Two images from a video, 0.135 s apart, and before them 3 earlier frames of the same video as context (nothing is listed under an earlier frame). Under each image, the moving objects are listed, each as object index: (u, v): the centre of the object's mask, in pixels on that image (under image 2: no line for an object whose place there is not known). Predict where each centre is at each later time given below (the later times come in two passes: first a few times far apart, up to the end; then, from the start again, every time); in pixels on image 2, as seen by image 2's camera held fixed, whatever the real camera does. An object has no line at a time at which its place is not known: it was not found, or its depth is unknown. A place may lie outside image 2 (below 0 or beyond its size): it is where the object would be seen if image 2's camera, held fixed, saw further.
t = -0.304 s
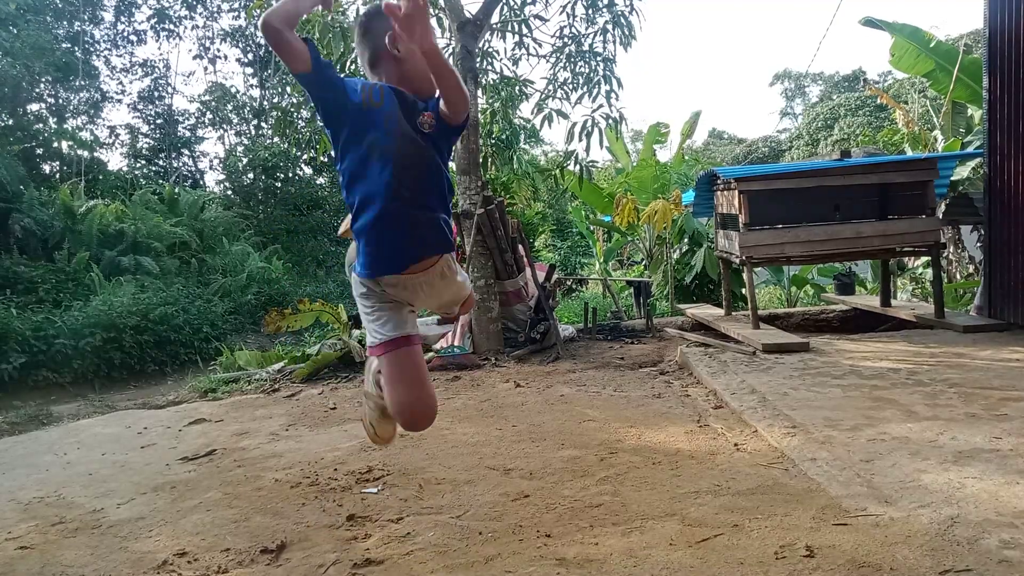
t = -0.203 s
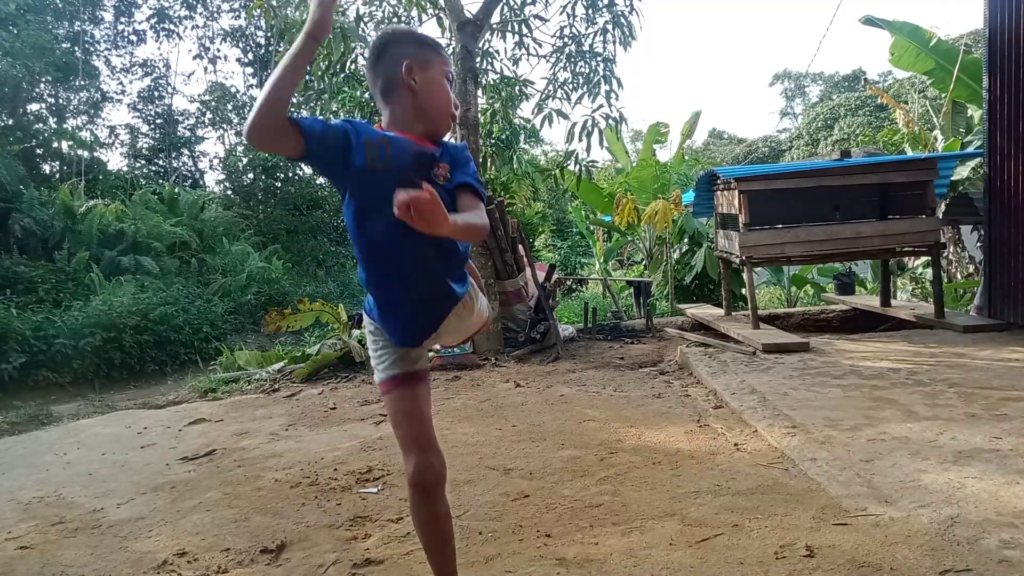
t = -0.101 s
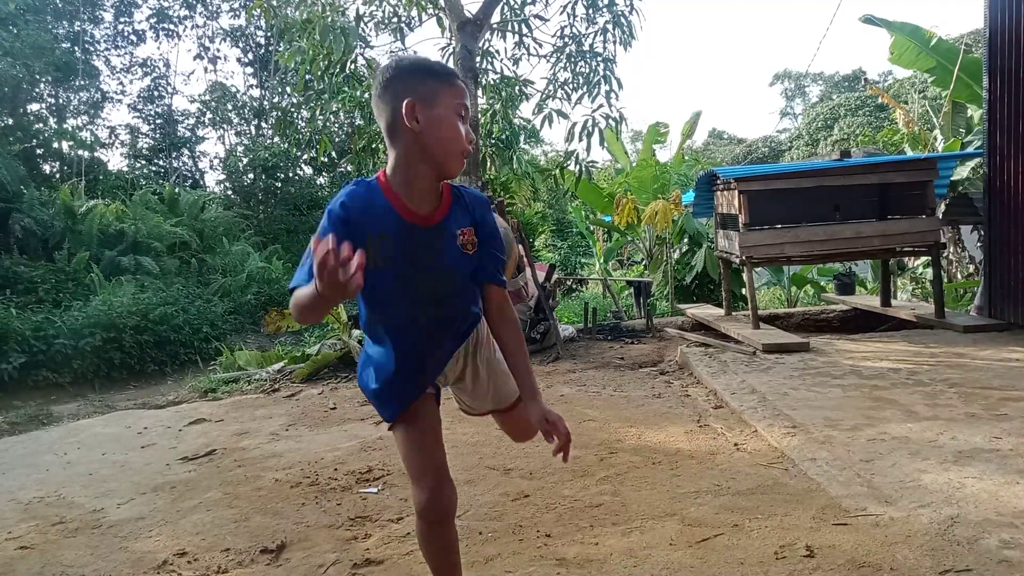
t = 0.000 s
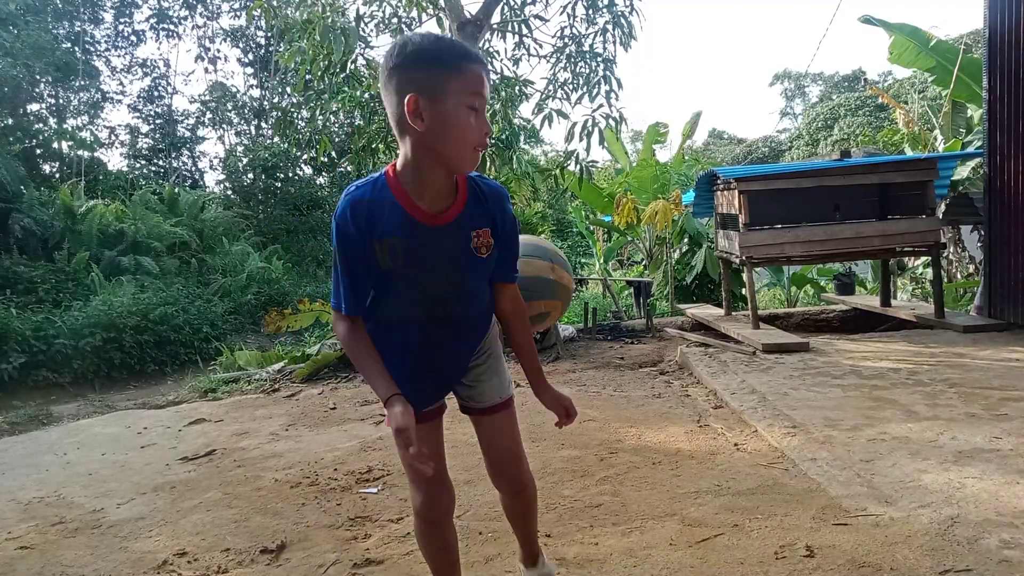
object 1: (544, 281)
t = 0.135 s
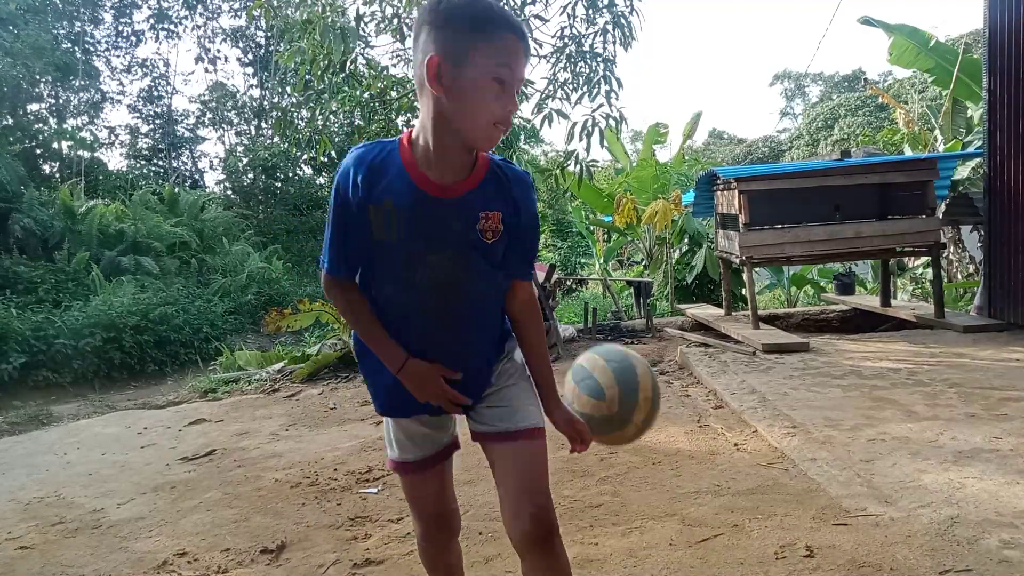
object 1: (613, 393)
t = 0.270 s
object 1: (703, 553)
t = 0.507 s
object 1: (842, 539)
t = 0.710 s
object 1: (967, 557)
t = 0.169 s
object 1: (635, 438)
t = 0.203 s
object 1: (659, 487)
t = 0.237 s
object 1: (683, 535)
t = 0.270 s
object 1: (703, 553)
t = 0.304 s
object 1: (723, 544)
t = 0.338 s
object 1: (744, 537)
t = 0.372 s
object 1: (764, 532)
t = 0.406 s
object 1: (783, 529)
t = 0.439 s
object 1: (803, 530)
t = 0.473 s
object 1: (823, 533)
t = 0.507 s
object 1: (842, 539)
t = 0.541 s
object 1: (860, 547)
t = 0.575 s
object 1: (879, 557)
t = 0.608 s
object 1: (898, 557)
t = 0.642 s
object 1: (922, 555)
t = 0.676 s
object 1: (945, 555)
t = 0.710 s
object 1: (967, 557)
